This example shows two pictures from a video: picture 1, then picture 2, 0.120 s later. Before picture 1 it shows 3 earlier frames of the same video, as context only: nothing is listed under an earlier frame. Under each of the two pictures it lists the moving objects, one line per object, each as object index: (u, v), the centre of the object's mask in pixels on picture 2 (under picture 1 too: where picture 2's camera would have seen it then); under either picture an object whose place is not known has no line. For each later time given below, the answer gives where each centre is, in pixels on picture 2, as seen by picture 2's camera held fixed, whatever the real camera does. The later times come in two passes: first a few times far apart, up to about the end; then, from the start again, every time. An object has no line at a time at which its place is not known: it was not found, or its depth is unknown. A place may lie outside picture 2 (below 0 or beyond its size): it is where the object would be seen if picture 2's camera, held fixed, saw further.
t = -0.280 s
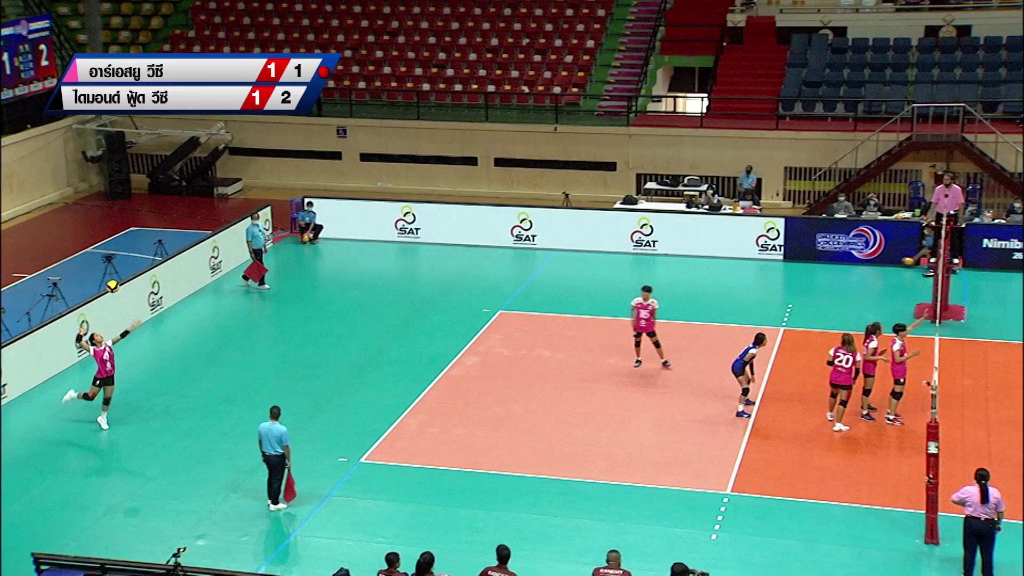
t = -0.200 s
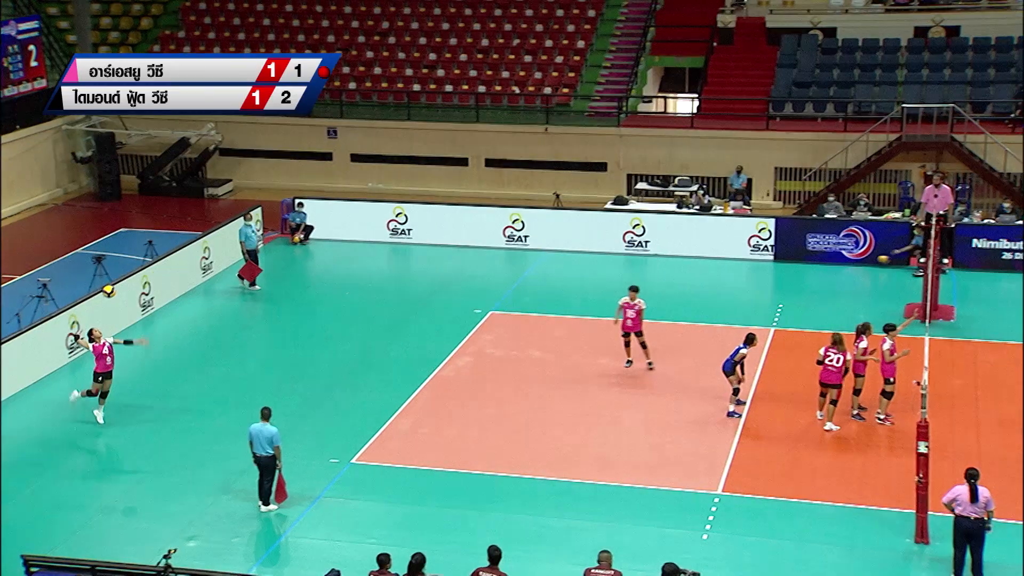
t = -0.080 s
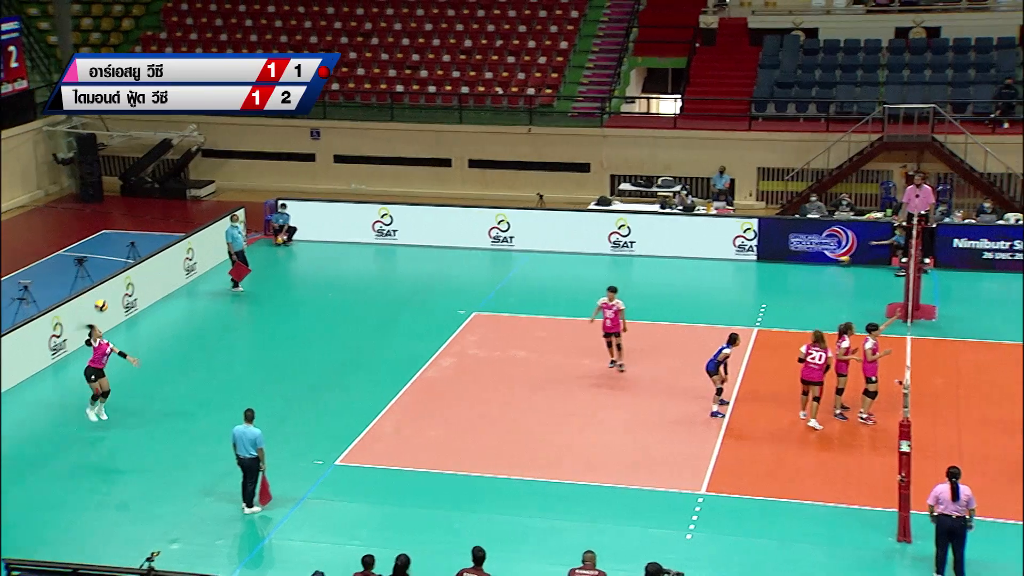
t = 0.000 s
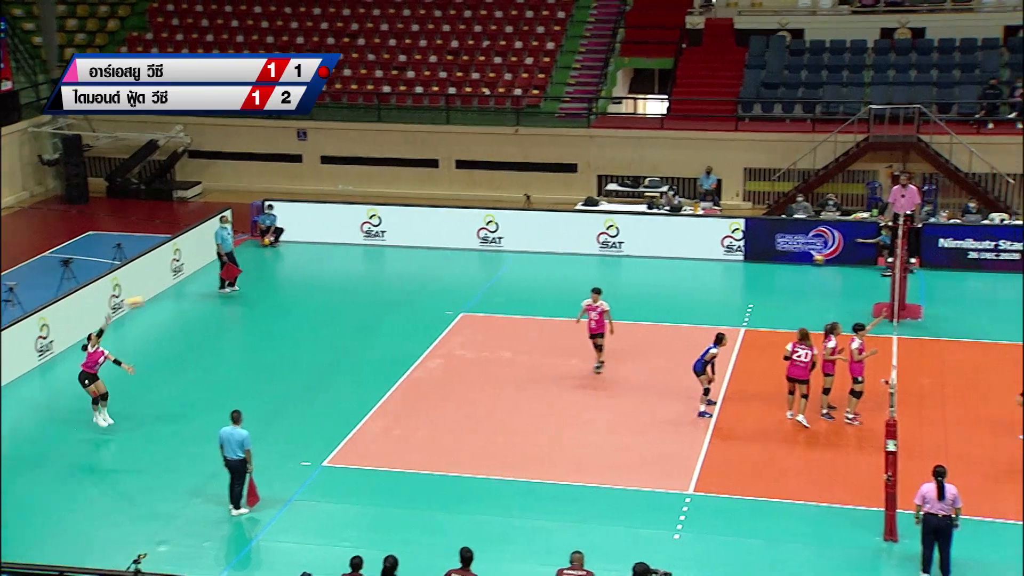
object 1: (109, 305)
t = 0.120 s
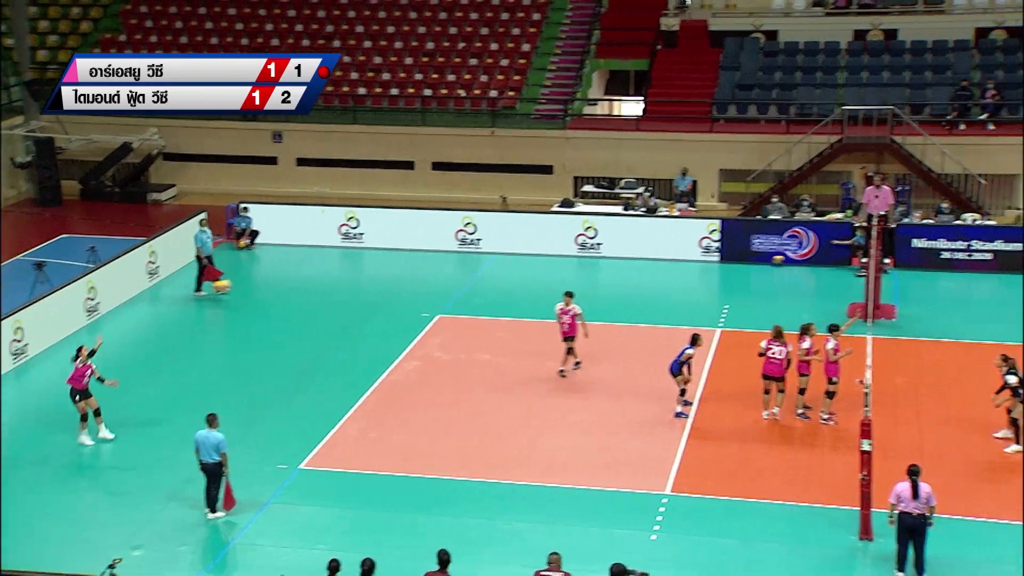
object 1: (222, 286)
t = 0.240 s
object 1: (333, 275)
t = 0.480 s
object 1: (553, 275)
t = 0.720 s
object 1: (774, 298)
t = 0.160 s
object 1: (259, 281)
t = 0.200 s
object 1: (296, 277)
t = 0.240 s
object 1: (333, 275)
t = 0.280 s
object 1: (370, 273)
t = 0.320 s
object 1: (406, 272)
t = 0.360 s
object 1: (443, 272)
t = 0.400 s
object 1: (480, 272)
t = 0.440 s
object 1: (517, 273)
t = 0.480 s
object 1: (553, 275)
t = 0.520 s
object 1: (590, 277)
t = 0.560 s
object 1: (627, 280)
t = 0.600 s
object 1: (663, 283)
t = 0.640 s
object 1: (700, 287)
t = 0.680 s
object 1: (736, 292)
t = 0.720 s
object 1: (774, 298)
